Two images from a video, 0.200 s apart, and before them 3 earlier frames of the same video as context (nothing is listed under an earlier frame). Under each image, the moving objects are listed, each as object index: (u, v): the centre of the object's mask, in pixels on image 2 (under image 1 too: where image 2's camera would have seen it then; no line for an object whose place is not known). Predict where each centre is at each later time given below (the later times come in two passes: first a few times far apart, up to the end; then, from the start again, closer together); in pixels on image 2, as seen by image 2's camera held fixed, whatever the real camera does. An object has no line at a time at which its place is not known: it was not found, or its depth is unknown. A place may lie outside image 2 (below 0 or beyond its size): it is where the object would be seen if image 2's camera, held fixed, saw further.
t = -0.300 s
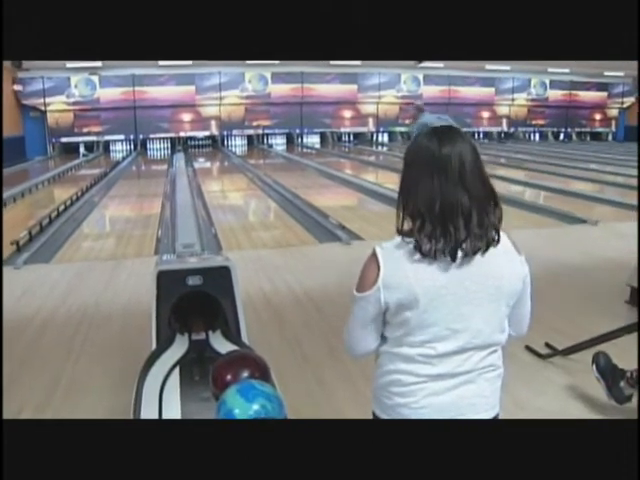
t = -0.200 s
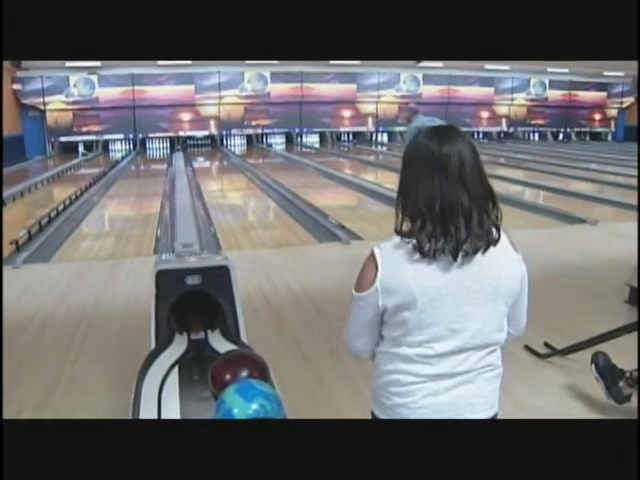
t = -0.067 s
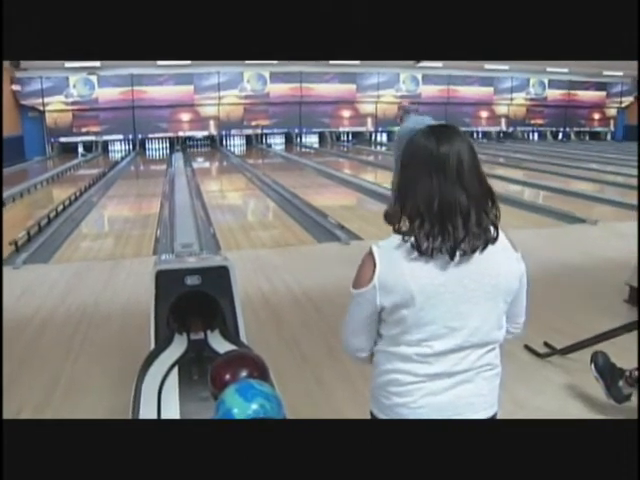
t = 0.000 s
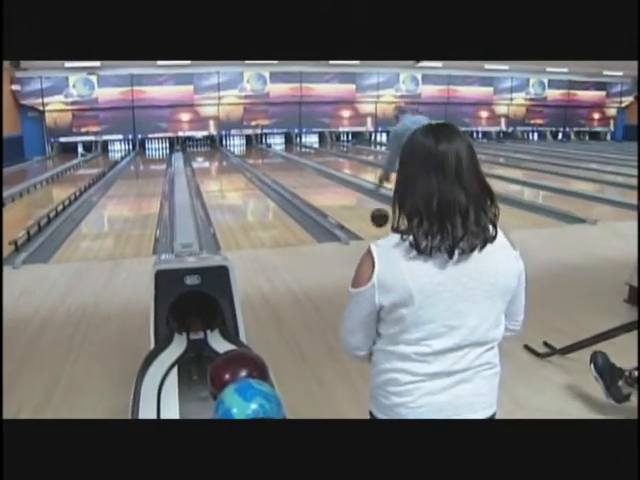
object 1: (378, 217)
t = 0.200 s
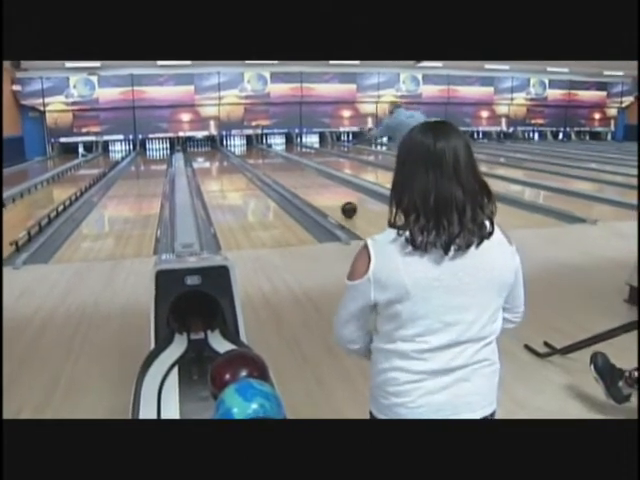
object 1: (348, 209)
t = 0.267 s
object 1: (340, 205)
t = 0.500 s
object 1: (317, 191)
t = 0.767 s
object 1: (298, 179)
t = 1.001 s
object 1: (285, 172)
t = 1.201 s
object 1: (277, 167)
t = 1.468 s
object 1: (268, 162)
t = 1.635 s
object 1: (263, 159)
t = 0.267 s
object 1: (340, 205)
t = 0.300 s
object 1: (337, 203)
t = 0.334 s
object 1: (333, 200)
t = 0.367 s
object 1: (330, 198)
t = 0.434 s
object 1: (323, 194)
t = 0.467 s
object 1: (320, 193)
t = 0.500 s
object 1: (317, 191)
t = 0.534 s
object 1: (314, 190)
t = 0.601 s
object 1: (309, 187)
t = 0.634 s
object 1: (307, 185)
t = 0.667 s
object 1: (304, 184)
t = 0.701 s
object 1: (302, 182)
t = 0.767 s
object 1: (298, 179)
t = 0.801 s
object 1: (296, 179)
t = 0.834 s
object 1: (294, 177)
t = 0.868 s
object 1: (292, 176)
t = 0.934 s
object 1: (289, 174)
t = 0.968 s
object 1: (287, 173)
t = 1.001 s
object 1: (285, 172)
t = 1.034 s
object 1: (284, 171)
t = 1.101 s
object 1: (281, 169)
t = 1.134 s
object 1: (280, 168)
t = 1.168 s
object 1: (278, 168)
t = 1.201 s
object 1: (277, 167)
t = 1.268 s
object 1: (275, 166)
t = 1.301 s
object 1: (273, 165)
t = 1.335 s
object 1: (272, 165)
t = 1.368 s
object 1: (271, 164)
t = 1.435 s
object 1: (268, 163)
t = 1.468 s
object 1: (268, 162)
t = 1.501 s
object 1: (267, 162)
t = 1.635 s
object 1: (263, 159)
